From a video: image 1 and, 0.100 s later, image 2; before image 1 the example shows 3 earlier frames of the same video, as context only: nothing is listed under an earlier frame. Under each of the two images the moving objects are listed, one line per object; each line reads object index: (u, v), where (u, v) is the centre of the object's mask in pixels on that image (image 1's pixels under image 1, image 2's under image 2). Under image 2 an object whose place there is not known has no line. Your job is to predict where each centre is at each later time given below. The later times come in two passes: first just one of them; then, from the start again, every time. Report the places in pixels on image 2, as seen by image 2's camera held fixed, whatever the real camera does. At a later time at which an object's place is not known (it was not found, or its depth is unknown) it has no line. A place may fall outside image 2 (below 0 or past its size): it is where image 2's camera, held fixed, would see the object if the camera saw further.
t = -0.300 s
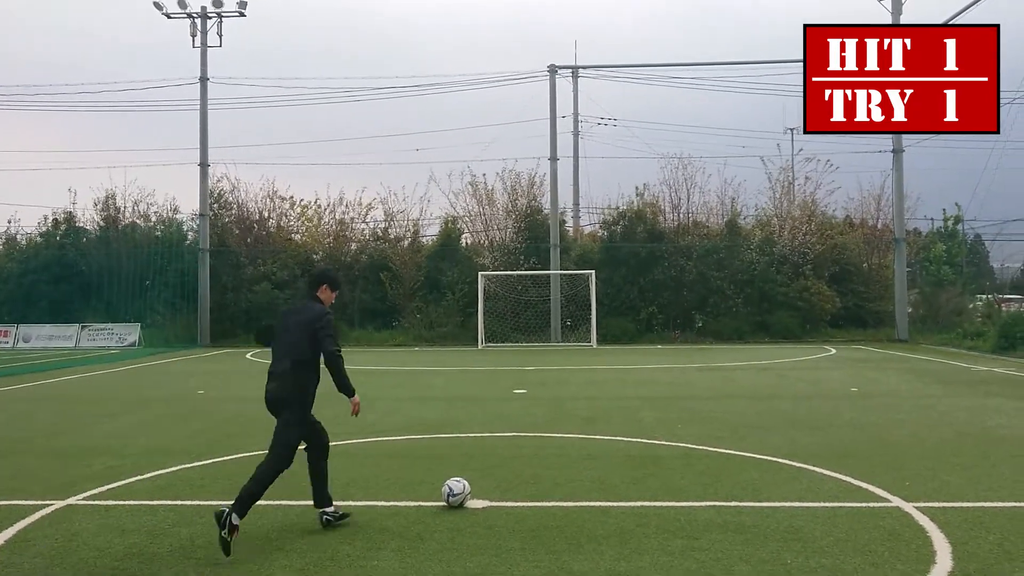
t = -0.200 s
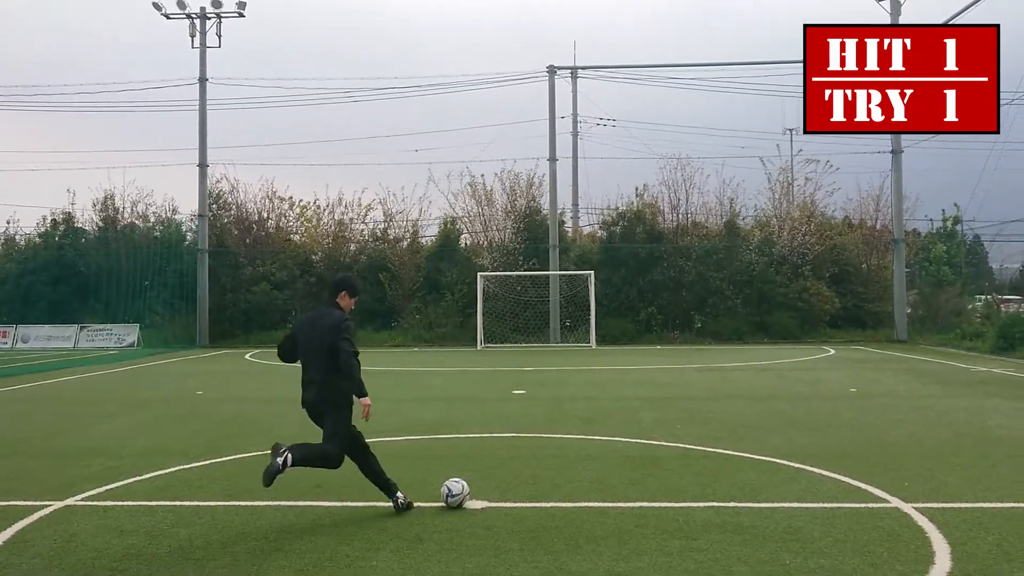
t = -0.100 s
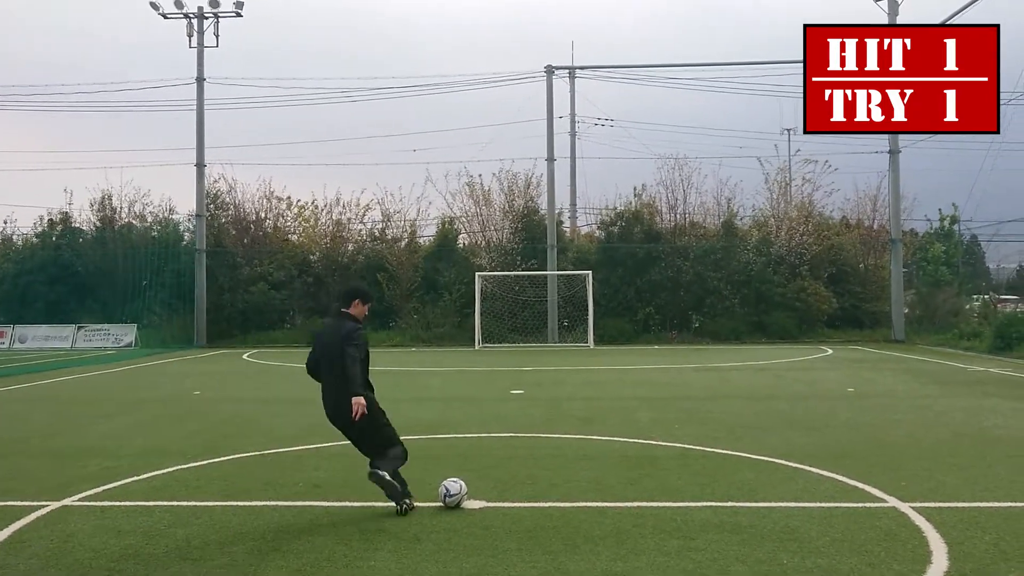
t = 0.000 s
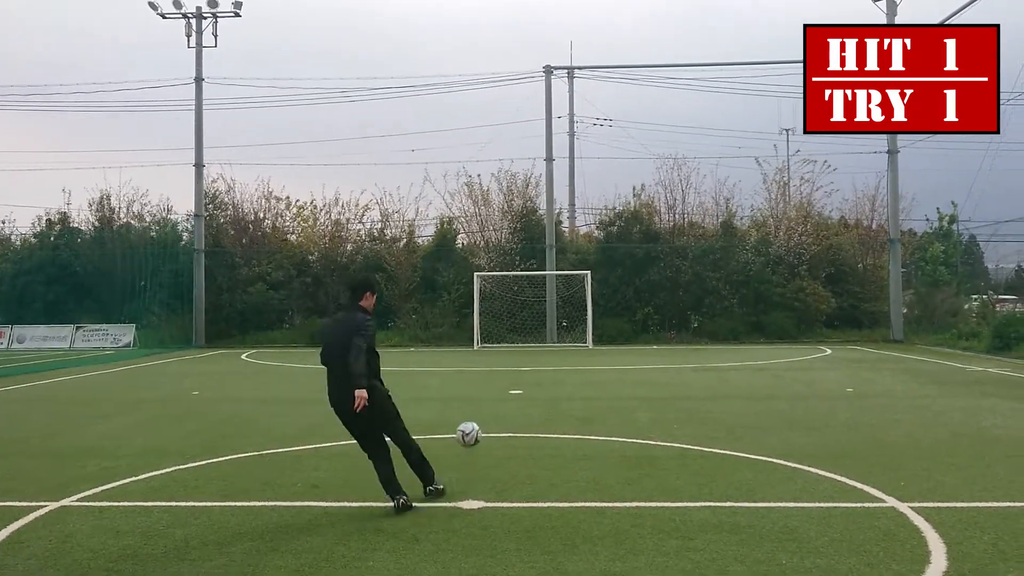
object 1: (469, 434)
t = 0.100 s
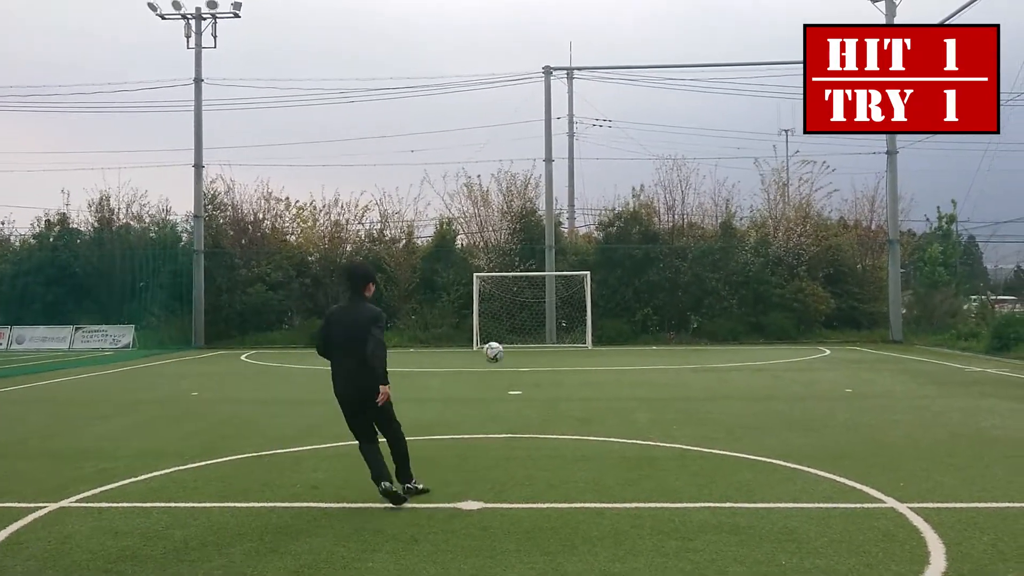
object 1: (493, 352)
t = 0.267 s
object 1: (516, 281)
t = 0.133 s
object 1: (499, 333)
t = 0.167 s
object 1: (504, 316)
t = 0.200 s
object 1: (508, 303)
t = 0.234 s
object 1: (513, 291)
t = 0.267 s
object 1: (516, 281)
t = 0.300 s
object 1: (519, 273)
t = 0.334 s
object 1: (523, 266)
